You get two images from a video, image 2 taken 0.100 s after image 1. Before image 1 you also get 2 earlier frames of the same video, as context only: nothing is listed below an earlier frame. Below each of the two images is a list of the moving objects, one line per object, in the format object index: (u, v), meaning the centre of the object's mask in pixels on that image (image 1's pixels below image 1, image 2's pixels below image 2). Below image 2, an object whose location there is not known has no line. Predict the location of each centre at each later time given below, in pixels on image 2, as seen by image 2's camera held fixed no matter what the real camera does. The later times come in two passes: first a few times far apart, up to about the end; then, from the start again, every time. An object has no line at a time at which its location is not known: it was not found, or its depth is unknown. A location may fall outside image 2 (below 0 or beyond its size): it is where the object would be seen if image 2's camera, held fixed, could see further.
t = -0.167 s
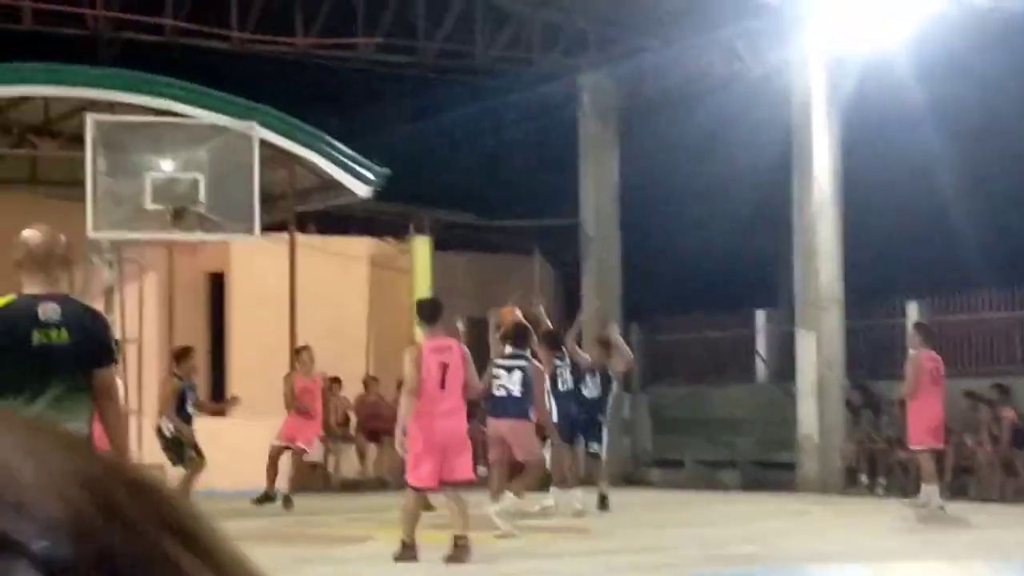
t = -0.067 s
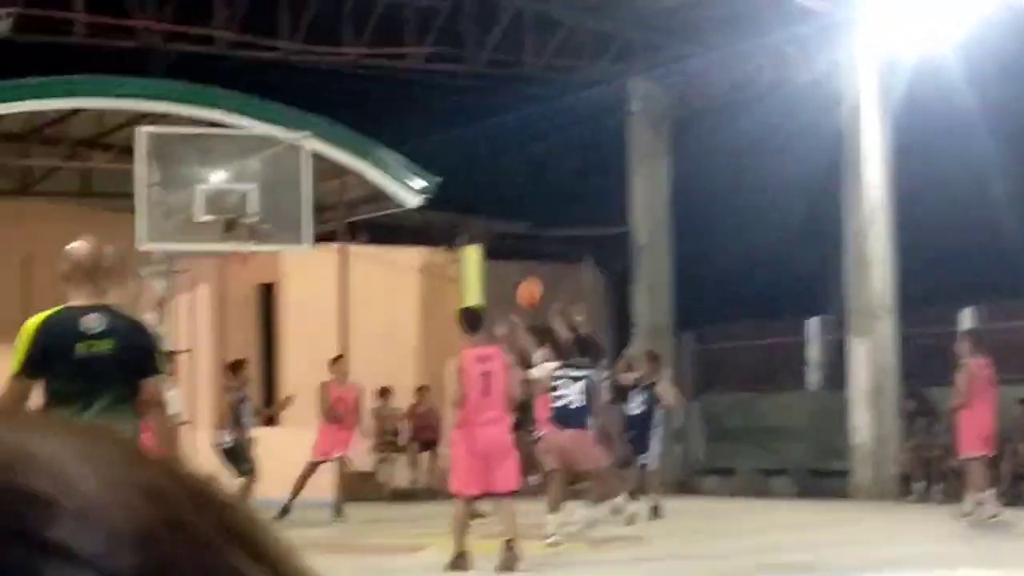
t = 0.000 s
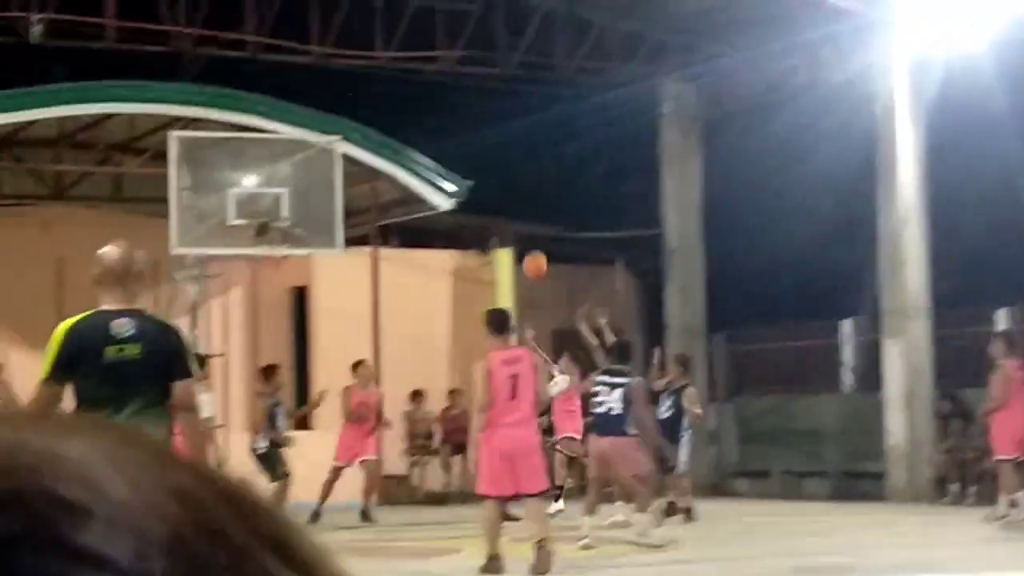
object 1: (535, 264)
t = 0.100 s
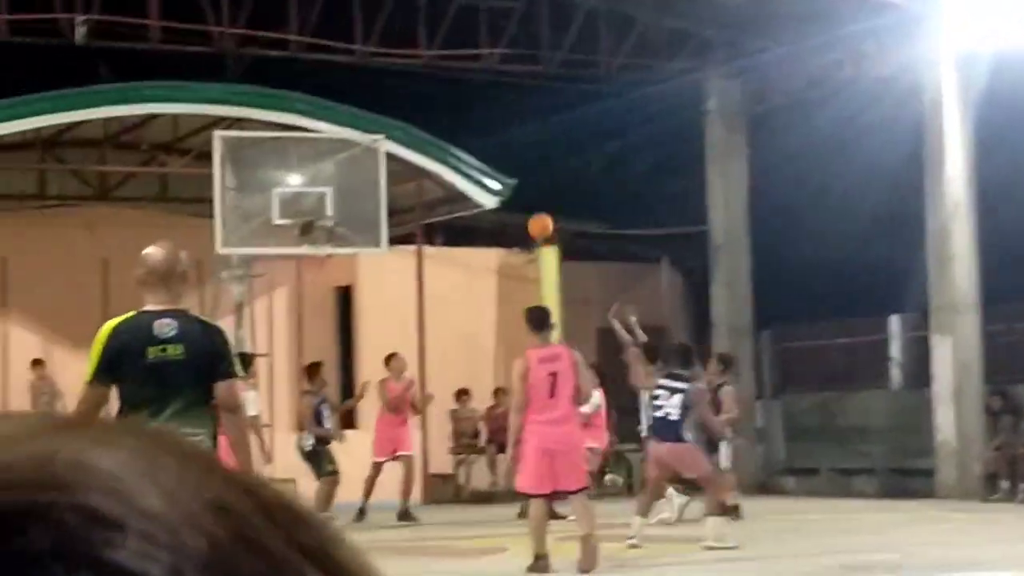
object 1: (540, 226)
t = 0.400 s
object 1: (430, 178)
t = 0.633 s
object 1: (406, 192)
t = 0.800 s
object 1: (426, 232)
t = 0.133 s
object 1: (528, 216)
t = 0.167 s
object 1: (515, 207)
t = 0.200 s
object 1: (504, 200)
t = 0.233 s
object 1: (491, 194)
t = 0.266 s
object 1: (478, 187)
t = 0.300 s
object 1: (465, 182)
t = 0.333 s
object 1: (453, 179)
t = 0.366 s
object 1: (441, 178)
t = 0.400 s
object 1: (430, 178)
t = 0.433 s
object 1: (418, 176)
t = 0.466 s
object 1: (407, 177)
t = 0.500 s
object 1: (396, 179)
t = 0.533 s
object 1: (397, 181)
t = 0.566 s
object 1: (399, 184)
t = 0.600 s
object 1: (403, 187)
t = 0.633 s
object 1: (406, 192)
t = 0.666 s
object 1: (410, 197)
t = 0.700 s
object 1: (414, 205)
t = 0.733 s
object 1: (417, 213)
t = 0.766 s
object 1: (421, 223)
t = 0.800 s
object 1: (426, 232)
